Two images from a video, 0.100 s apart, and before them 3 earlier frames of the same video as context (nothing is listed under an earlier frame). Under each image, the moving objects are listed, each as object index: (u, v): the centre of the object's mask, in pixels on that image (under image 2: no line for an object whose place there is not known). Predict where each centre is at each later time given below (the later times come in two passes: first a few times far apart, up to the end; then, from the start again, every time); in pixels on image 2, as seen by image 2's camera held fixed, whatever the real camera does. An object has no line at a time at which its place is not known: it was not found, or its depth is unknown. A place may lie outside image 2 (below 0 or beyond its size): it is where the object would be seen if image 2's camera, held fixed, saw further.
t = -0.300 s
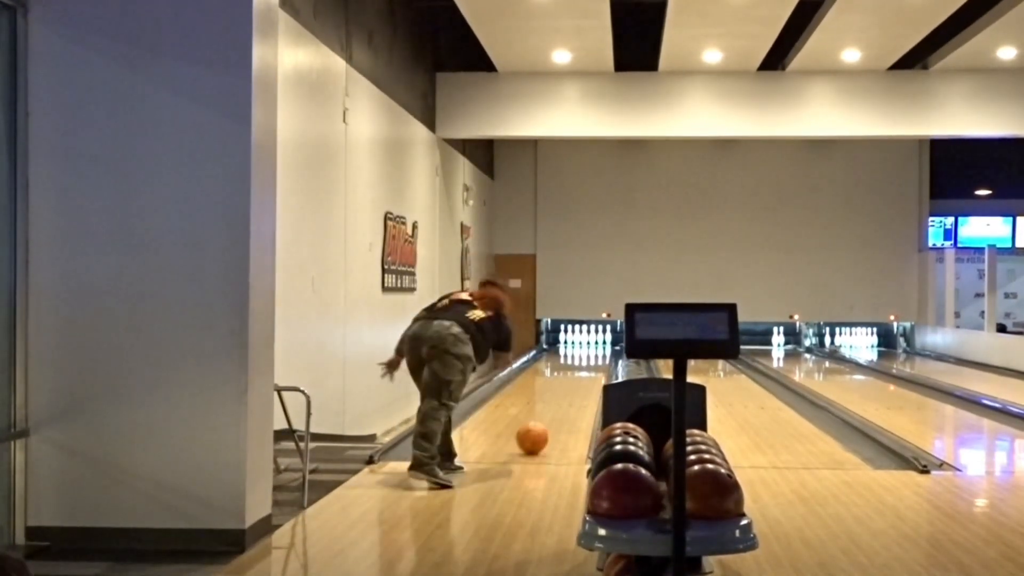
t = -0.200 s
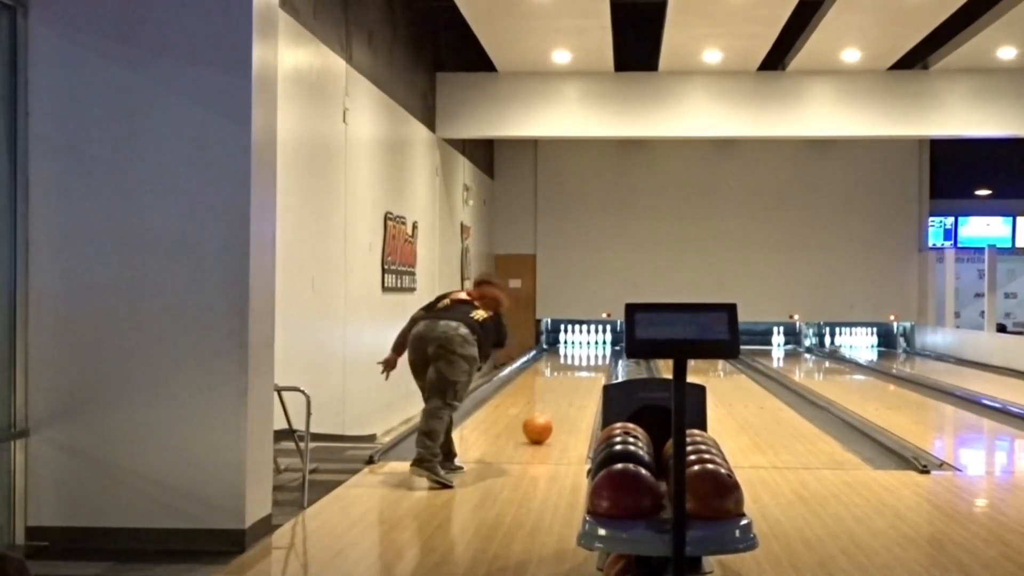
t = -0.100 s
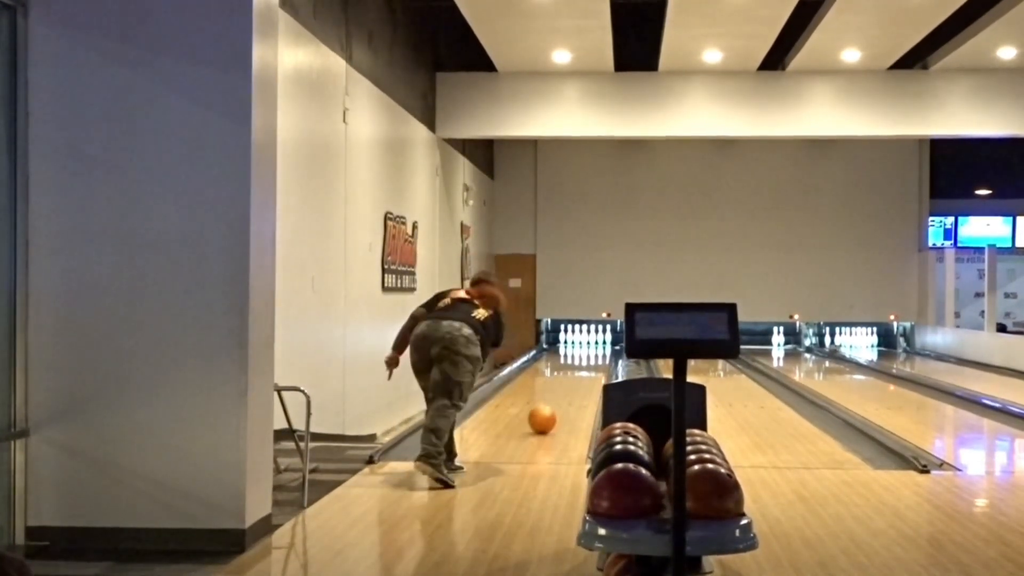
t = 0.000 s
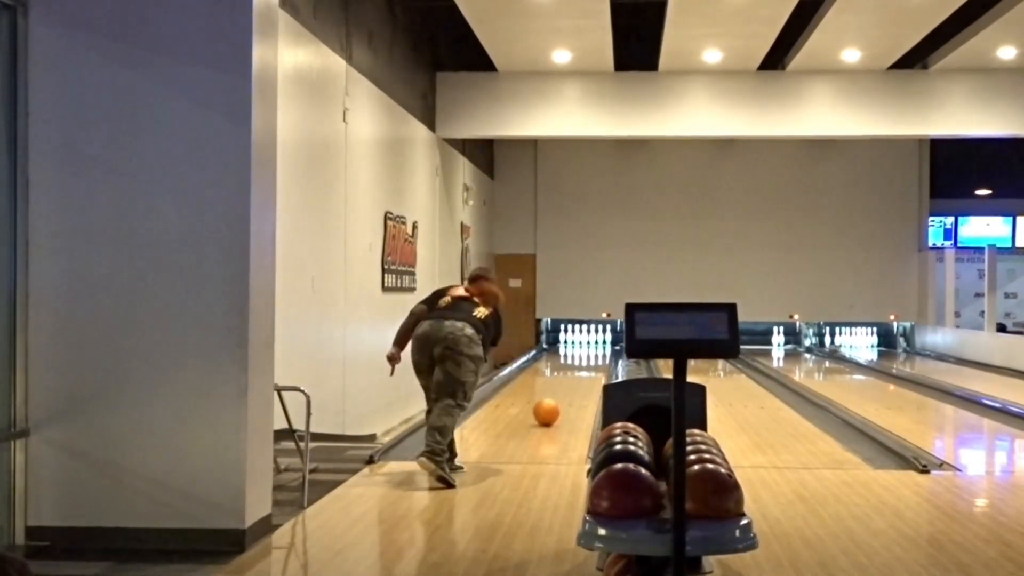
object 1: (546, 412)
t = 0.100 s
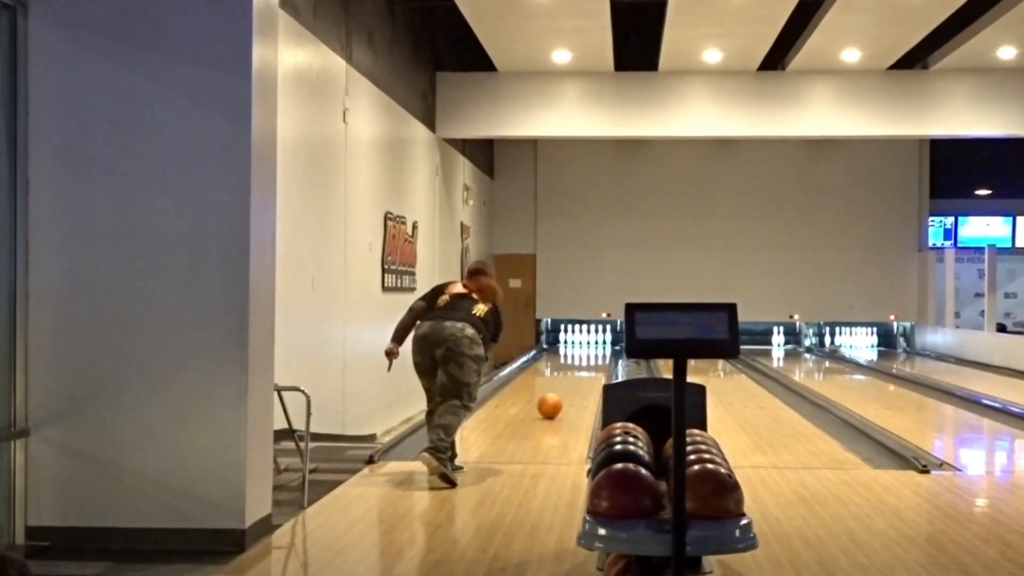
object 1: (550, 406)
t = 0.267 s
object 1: (554, 396)
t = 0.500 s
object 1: (560, 386)
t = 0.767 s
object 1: (565, 377)
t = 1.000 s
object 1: (568, 371)
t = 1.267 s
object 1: (571, 366)
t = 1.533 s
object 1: (573, 362)
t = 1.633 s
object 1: (574, 360)
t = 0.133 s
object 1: (551, 404)
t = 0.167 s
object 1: (552, 402)
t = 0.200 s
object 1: (553, 400)
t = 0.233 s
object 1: (554, 398)
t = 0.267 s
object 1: (554, 396)
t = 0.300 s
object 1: (555, 395)
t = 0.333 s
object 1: (556, 393)
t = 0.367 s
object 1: (557, 392)
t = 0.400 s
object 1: (558, 391)
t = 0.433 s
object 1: (558, 389)
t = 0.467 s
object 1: (559, 388)
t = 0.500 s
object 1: (560, 386)
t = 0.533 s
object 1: (560, 385)
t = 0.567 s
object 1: (561, 384)
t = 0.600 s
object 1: (562, 383)
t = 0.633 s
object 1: (562, 382)
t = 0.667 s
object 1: (563, 381)
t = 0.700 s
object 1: (563, 379)
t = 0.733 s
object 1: (564, 378)
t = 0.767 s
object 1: (565, 377)
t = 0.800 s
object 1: (565, 376)
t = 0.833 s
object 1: (566, 376)
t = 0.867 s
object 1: (566, 374)
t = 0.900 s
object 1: (566, 374)
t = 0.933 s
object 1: (567, 373)
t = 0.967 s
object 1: (567, 372)
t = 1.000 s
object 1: (568, 371)
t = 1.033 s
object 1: (568, 371)
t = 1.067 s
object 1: (569, 370)
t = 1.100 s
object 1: (569, 369)
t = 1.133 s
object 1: (570, 368)
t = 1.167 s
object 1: (570, 368)
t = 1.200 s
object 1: (570, 367)
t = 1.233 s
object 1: (571, 366)
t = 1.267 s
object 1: (571, 366)
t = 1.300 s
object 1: (572, 365)
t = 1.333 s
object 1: (572, 365)
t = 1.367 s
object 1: (572, 364)
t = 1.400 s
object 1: (572, 364)
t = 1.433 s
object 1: (573, 363)
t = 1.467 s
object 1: (573, 363)
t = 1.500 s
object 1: (573, 362)
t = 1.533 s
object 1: (573, 362)
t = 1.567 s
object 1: (574, 361)
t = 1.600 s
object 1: (574, 360)
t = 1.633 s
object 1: (574, 360)
